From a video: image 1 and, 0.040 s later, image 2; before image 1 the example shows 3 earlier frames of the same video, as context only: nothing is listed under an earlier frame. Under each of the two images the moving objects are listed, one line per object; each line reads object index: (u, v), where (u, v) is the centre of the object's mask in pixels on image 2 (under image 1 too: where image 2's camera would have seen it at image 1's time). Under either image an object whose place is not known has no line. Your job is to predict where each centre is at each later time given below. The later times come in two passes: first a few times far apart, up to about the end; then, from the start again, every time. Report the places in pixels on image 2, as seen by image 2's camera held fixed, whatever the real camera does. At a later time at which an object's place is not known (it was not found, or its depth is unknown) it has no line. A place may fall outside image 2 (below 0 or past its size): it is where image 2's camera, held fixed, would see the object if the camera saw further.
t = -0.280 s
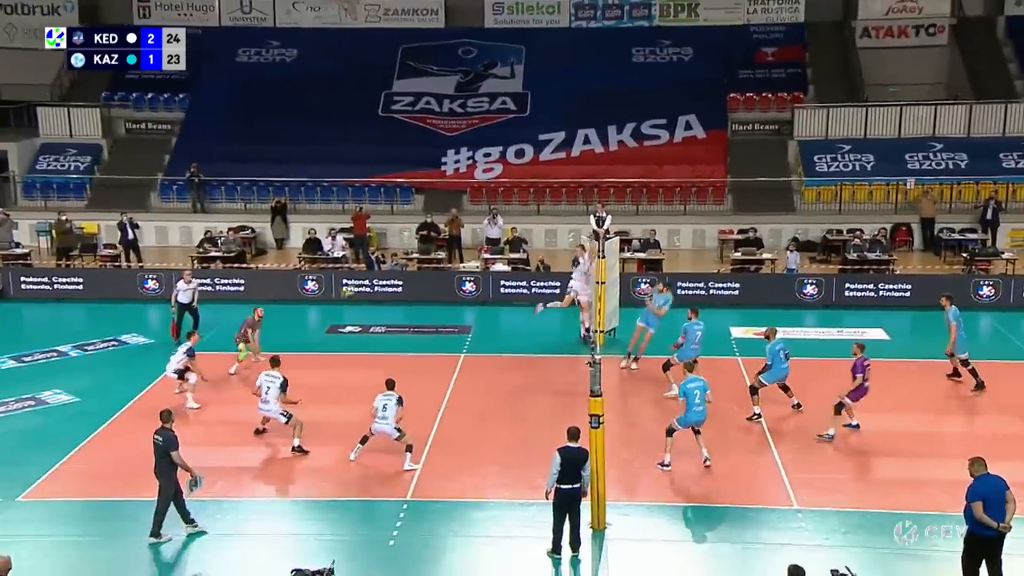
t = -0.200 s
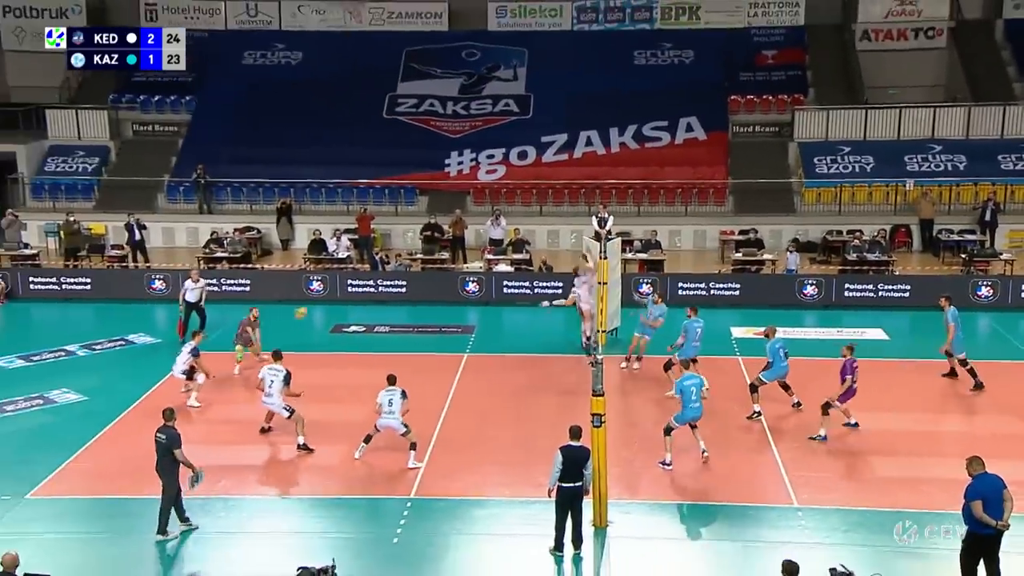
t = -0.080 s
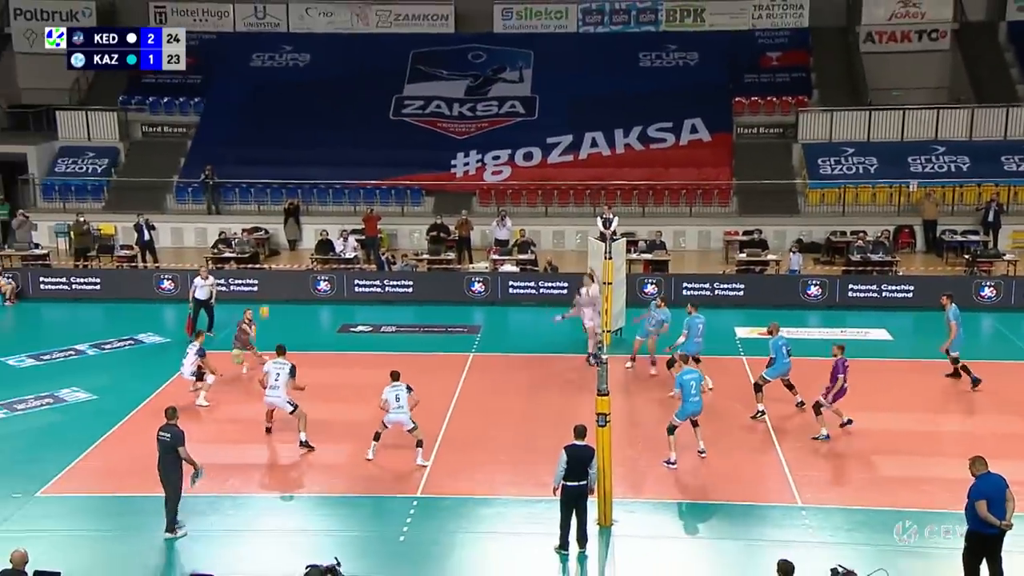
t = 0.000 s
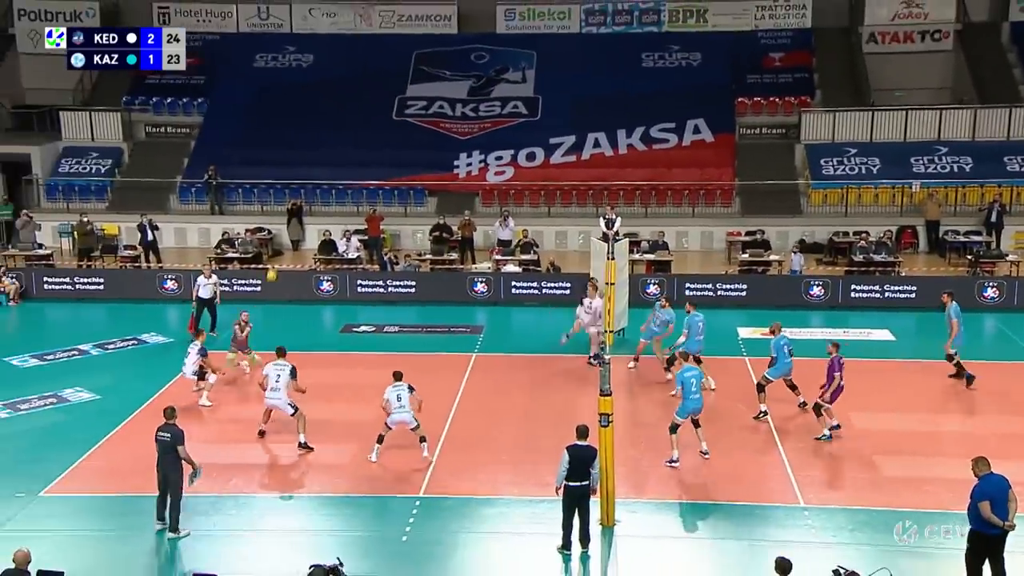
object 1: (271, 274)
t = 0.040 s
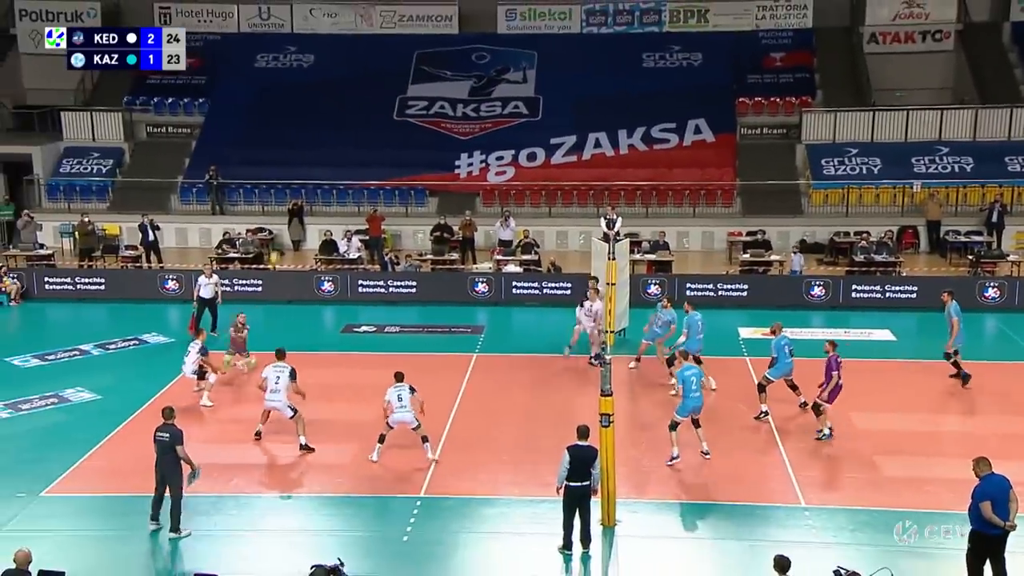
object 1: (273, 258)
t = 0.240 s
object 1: (284, 185)
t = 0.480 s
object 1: (295, 122)
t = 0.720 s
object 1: (307, 89)
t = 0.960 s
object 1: (320, 84)
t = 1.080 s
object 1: (327, 92)
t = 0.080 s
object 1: (276, 243)
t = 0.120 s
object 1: (276, 226)
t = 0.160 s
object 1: (280, 211)
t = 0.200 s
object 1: (282, 198)
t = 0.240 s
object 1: (284, 185)
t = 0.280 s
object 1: (285, 172)
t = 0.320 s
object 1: (287, 161)
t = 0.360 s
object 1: (289, 150)
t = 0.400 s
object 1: (291, 140)
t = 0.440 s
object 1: (293, 131)
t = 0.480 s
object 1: (295, 122)
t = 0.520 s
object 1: (297, 115)
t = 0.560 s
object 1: (299, 108)
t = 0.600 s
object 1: (301, 102)
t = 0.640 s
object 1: (303, 97)
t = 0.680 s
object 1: (305, 93)
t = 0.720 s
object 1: (307, 89)
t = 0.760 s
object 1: (309, 86)
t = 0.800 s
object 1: (312, 84)
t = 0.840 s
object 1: (314, 83)
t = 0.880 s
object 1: (316, 82)
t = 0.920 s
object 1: (318, 83)
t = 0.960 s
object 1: (320, 84)
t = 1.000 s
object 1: (323, 86)
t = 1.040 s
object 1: (325, 88)
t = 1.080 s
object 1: (327, 92)
